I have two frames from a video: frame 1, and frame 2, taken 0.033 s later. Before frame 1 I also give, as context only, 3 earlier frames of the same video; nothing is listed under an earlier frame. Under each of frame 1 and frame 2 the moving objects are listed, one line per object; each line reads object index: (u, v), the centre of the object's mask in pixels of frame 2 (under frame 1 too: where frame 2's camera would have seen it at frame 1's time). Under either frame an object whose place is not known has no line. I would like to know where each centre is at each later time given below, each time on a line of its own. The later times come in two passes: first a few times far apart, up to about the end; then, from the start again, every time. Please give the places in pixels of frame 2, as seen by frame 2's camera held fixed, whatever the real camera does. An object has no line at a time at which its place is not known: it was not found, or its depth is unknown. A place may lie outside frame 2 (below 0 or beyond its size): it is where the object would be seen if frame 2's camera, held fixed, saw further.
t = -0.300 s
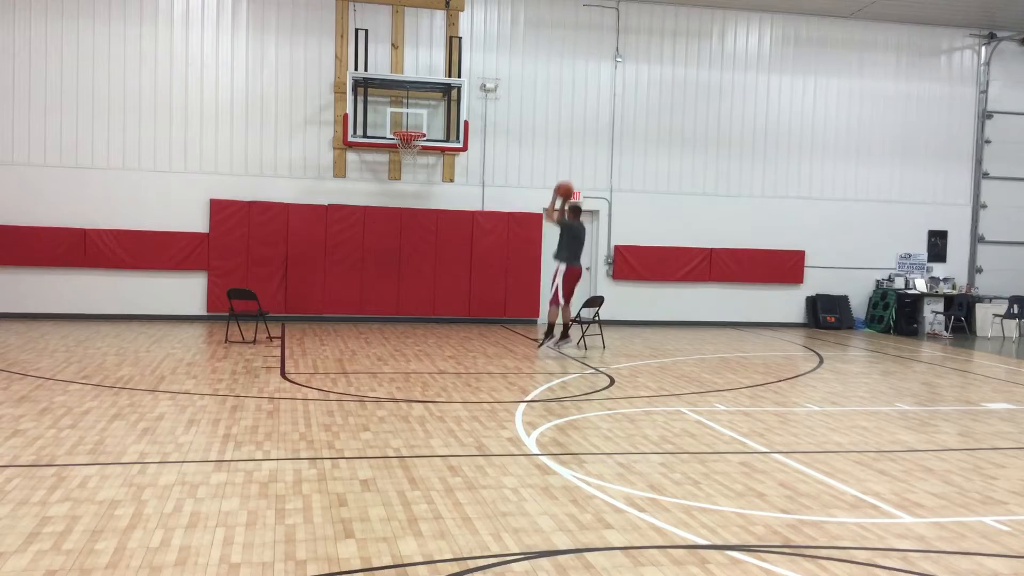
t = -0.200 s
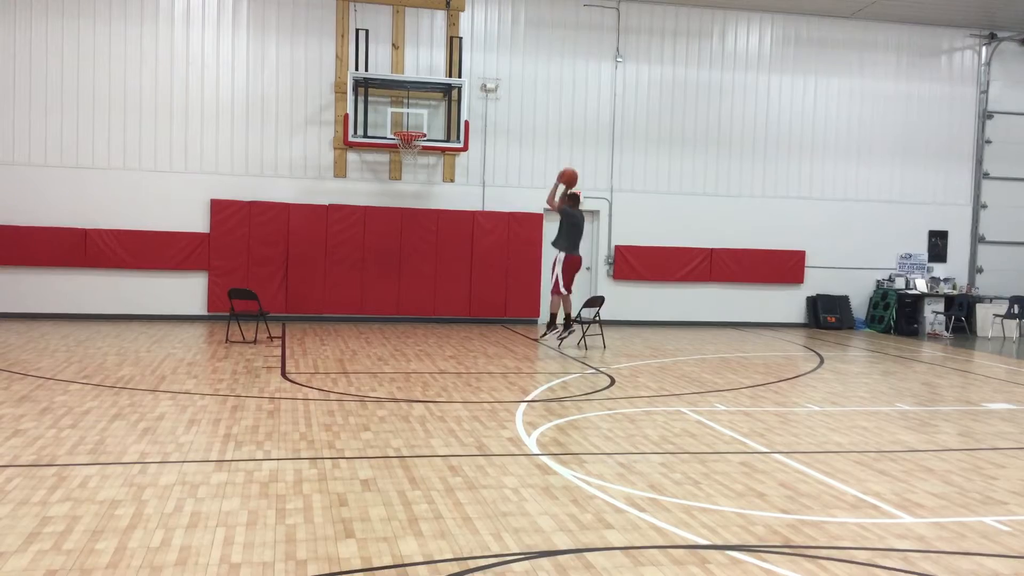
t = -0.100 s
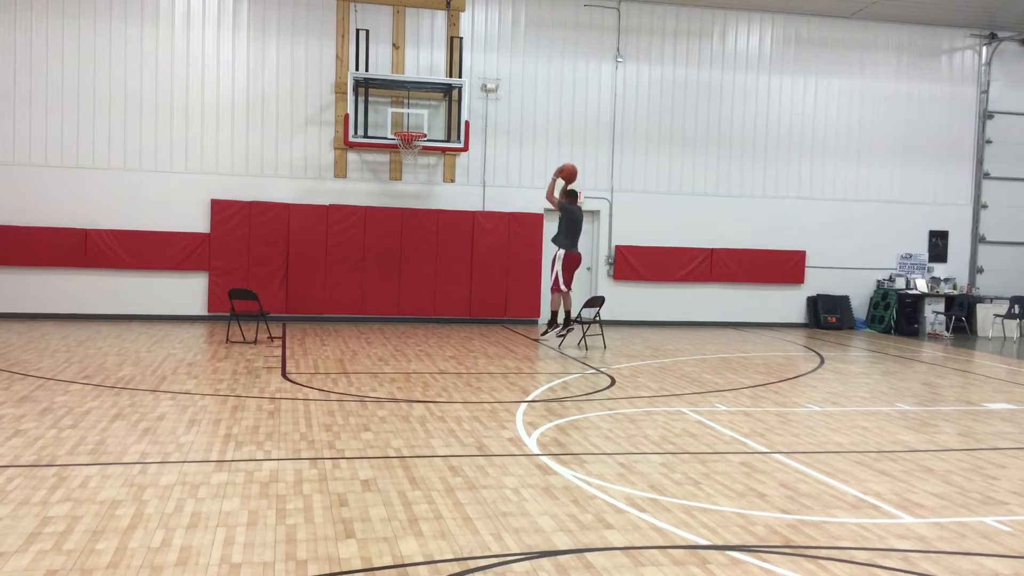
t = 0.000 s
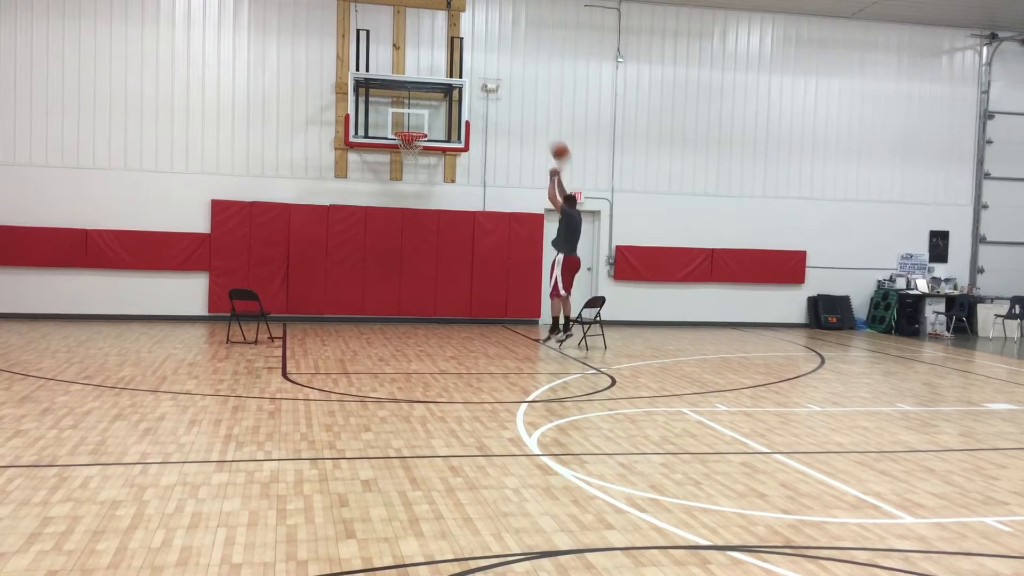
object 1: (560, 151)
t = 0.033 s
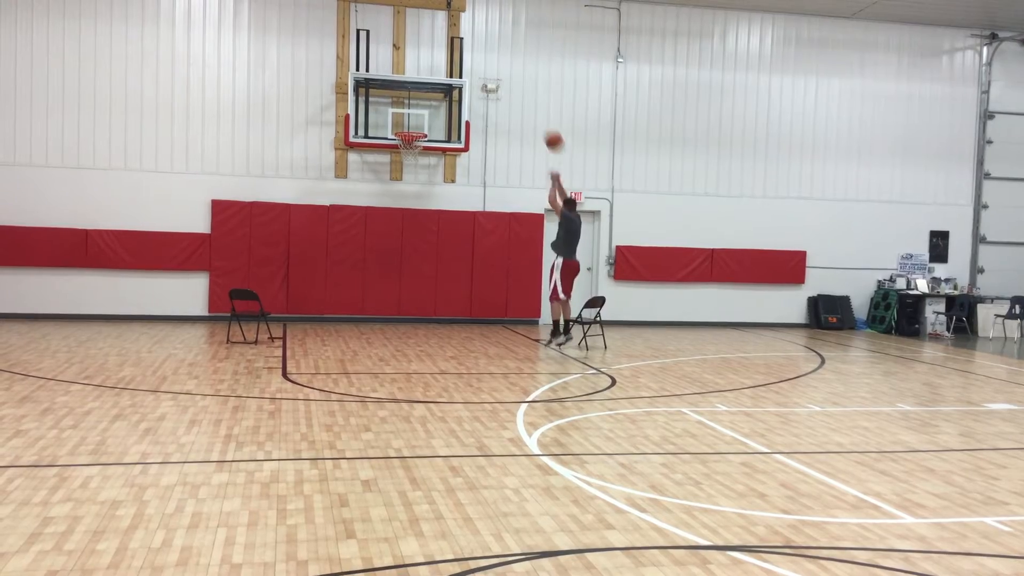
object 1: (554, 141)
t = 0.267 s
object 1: (510, 88)
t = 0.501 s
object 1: (470, 75)
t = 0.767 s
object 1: (425, 106)
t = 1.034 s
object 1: (406, 115)
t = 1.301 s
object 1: (397, 122)
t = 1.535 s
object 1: (394, 120)
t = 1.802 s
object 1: (380, 125)
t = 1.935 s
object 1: (372, 139)
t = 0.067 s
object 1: (548, 130)
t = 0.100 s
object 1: (541, 121)
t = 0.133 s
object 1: (535, 112)
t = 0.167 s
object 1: (529, 105)
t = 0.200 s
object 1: (523, 99)
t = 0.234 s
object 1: (516, 93)
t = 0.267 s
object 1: (510, 88)
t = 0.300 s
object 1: (504, 84)
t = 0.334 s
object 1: (498, 80)
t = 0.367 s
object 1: (492, 78)
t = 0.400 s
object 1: (486, 76)
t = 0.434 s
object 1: (481, 75)
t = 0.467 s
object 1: (475, 75)
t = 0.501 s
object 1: (470, 75)
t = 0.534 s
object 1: (464, 77)
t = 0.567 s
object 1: (458, 79)
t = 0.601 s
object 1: (452, 81)
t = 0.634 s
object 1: (447, 86)
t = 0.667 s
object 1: (442, 90)
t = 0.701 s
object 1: (435, 95)
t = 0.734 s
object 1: (431, 100)
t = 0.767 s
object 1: (425, 106)
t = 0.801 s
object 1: (419, 113)
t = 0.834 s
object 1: (415, 121)
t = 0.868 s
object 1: (411, 124)
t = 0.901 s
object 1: (410, 121)
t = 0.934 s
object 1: (409, 118)
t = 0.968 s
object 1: (408, 116)
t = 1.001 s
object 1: (407, 115)
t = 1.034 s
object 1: (406, 115)
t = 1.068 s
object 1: (405, 115)
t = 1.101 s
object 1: (404, 116)
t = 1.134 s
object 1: (403, 118)
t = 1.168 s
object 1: (402, 120)
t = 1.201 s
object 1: (401, 123)
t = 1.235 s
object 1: (399, 126)
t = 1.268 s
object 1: (399, 125)
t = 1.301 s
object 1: (397, 122)
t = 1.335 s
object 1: (397, 120)
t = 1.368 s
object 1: (396, 119)
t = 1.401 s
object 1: (396, 117)
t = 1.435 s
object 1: (395, 117)
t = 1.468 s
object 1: (395, 117)
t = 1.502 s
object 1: (395, 118)
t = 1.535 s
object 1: (394, 120)
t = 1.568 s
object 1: (394, 123)
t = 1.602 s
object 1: (393, 125)
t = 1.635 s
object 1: (392, 124)
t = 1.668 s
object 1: (390, 122)
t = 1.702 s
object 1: (386, 121)
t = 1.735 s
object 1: (384, 122)
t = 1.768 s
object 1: (382, 123)
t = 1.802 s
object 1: (380, 125)
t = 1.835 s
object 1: (378, 128)
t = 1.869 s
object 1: (376, 131)
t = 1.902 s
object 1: (374, 135)
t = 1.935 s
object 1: (372, 139)
